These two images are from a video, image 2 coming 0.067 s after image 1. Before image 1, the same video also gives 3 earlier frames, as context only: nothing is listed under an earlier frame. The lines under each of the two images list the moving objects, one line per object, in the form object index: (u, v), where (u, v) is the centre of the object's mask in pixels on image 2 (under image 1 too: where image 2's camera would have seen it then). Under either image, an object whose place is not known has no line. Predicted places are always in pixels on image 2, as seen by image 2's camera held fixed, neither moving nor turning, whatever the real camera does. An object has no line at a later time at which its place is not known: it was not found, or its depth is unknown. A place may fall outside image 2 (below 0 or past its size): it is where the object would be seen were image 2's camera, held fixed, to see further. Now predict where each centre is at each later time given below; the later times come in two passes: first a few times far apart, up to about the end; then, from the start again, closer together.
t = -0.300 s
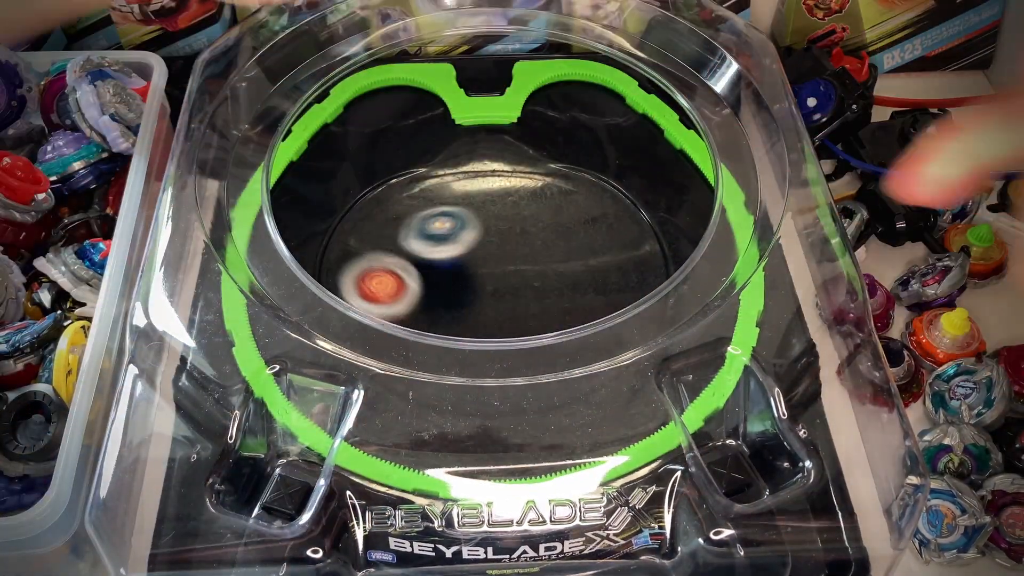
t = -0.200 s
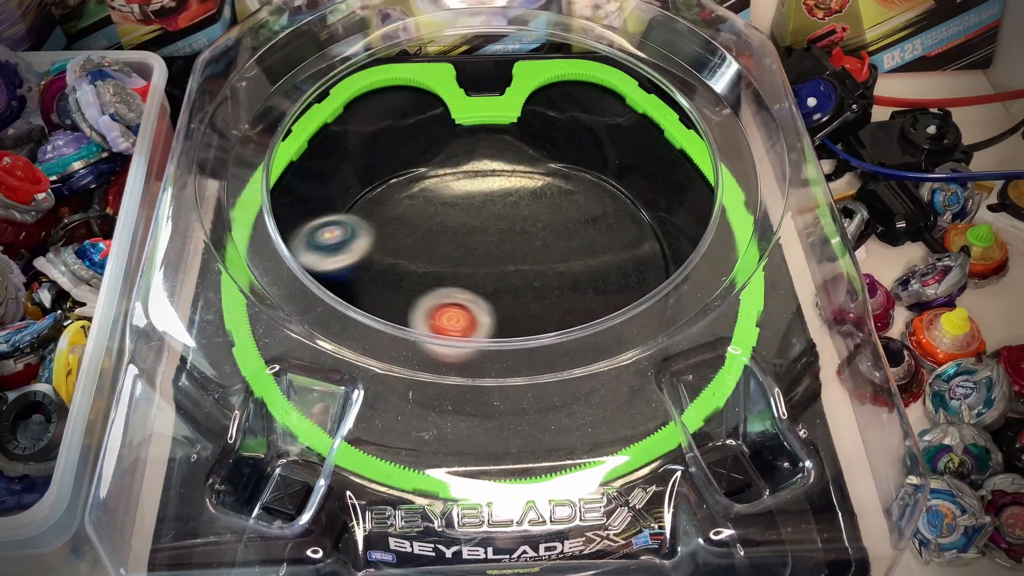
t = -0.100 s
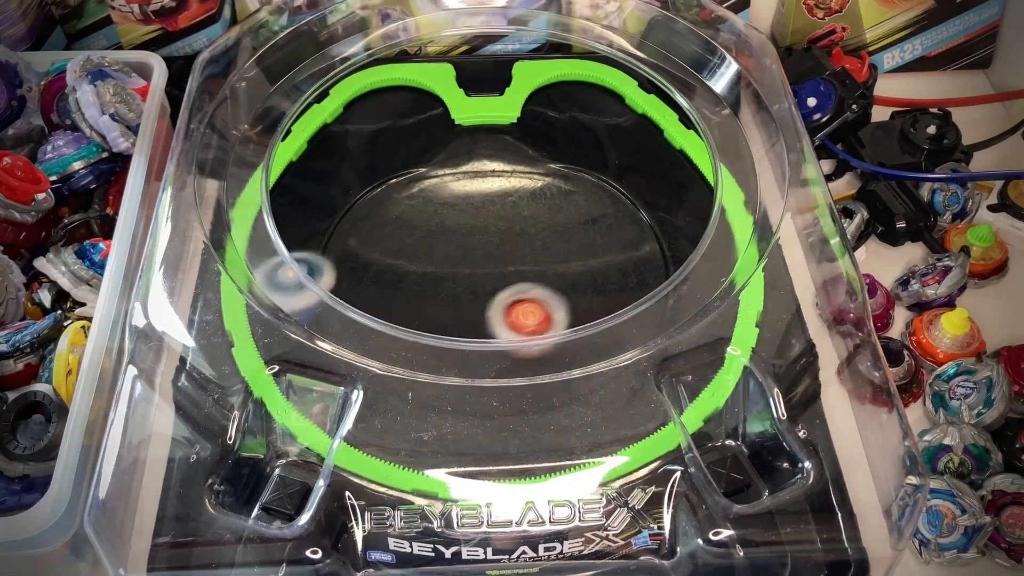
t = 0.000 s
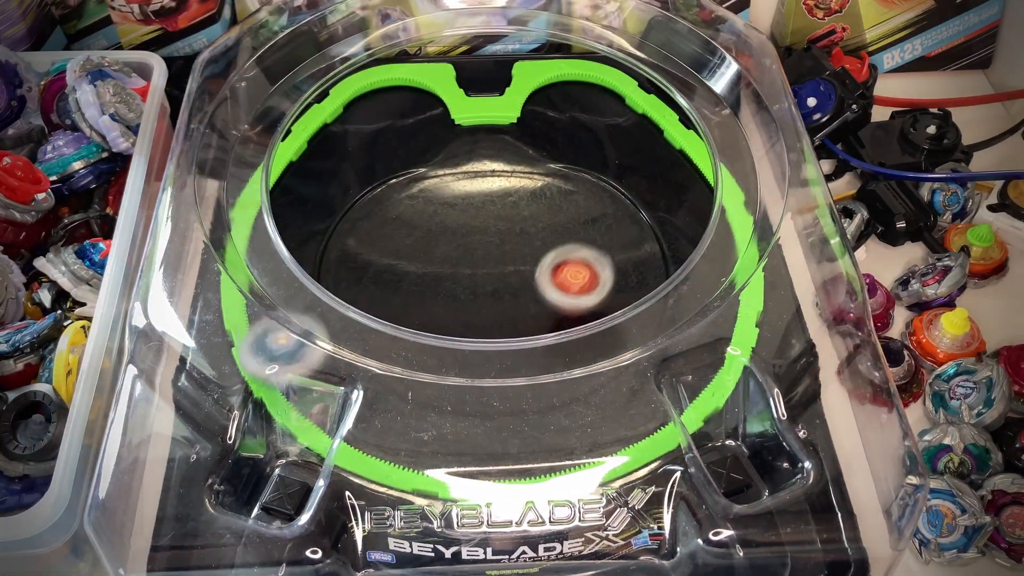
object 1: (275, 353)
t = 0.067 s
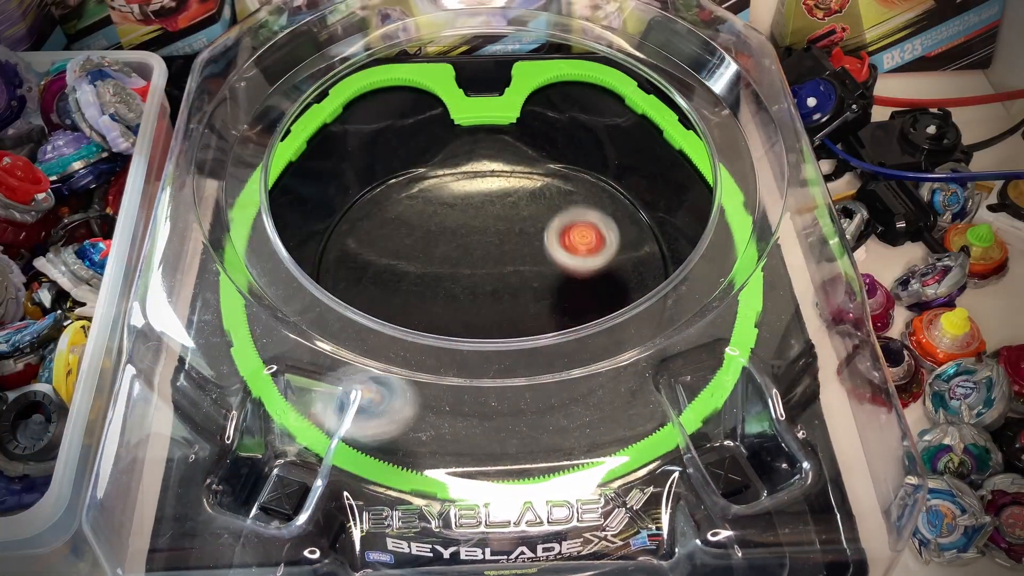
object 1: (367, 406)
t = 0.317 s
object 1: (621, 103)
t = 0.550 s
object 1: (308, 405)
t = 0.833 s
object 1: (649, 188)
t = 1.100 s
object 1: (403, 273)
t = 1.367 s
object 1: (531, 431)
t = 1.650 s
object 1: (655, 187)
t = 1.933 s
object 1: (667, 232)
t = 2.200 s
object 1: (436, 387)
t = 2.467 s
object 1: (408, 313)
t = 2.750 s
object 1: (530, 311)
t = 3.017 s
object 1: (478, 244)
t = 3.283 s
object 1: (400, 344)
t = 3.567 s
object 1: (598, 254)
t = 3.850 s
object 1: (514, 201)
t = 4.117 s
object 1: (355, 313)
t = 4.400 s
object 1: (595, 242)
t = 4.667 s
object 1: (488, 160)
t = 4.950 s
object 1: (462, 327)
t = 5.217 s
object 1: (627, 234)
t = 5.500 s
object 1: (443, 162)
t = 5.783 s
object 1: (444, 352)
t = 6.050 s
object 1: (597, 286)
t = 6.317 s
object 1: (423, 194)
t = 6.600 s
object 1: (359, 316)
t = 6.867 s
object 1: (541, 322)
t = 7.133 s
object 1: (535, 285)
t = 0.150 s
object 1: (532, 428)
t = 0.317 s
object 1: (621, 103)
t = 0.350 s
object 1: (523, 88)
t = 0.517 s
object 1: (306, 323)
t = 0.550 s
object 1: (308, 405)
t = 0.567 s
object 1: (339, 402)
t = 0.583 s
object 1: (377, 393)
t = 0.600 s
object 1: (411, 387)
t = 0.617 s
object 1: (449, 381)
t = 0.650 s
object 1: (511, 381)
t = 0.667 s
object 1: (539, 367)
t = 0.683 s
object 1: (560, 341)
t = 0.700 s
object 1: (586, 330)
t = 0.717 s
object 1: (608, 320)
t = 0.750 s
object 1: (647, 284)
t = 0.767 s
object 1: (661, 265)
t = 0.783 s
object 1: (664, 243)
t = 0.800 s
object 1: (661, 221)
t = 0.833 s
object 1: (649, 188)
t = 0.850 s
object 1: (644, 176)
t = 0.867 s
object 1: (638, 158)
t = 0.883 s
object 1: (630, 139)
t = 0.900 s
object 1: (623, 121)
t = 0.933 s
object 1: (606, 90)
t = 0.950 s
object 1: (595, 78)
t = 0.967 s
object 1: (578, 70)
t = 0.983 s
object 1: (546, 81)
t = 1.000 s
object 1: (525, 105)
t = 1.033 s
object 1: (486, 161)
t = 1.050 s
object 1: (459, 200)
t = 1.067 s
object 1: (440, 228)
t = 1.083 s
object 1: (421, 250)
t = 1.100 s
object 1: (403, 273)
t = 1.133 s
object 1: (366, 315)
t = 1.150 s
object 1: (355, 331)
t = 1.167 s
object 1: (348, 353)
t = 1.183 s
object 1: (349, 358)
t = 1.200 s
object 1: (358, 370)
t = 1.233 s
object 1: (380, 410)
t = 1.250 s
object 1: (395, 416)
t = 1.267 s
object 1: (410, 421)
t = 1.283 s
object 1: (432, 428)
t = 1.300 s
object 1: (449, 433)
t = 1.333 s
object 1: (491, 434)
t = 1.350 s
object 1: (512, 434)
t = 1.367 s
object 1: (531, 431)
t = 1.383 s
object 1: (551, 426)
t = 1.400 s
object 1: (571, 416)
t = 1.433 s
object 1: (606, 395)
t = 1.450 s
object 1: (621, 383)
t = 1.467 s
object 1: (635, 368)
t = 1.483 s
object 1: (649, 354)
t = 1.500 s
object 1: (651, 330)
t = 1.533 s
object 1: (671, 302)
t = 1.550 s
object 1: (677, 287)
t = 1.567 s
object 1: (666, 263)
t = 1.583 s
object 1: (670, 249)
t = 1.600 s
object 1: (672, 233)
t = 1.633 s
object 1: (663, 202)
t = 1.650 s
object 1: (655, 187)
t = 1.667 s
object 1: (645, 173)
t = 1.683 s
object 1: (634, 159)
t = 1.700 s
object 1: (621, 145)
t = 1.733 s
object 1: (593, 121)
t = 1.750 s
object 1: (576, 112)
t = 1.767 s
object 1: (562, 103)
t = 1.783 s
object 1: (544, 93)
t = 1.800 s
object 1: (534, 92)
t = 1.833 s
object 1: (571, 114)
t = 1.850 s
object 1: (589, 133)
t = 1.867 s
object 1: (608, 160)
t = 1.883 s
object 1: (626, 183)
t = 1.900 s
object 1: (643, 198)
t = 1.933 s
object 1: (667, 232)
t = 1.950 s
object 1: (663, 249)
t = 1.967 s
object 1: (664, 273)
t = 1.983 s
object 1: (658, 294)
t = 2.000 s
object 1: (647, 311)
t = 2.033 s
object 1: (629, 346)
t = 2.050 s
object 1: (613, 361)
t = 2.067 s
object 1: (588, 374)
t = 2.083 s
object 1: (566, 382)
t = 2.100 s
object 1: (552, 383)
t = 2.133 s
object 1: (510, 391)
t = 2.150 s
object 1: (490, 391)
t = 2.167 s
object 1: (472, 392)
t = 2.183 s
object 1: (456, 388)
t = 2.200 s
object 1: (436, 387)
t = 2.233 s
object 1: (415, 379)
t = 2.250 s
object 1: (403, 375)
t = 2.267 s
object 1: (392, 371)
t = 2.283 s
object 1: (389, 359)
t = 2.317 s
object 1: (381, 345)
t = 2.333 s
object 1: (379, 340)
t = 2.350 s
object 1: (377, 336)
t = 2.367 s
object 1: (378, 332)
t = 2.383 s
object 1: (375, 328)
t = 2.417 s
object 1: (384, 318)
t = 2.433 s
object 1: (393, 314)
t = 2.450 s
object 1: (400, 313)
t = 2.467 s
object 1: (408, 313)
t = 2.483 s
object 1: (417, 313)
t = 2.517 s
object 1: (440, 313)
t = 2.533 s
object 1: (452, 312)
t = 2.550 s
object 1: (466, 310)
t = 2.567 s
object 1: (478, 306)
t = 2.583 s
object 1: (490, 301)
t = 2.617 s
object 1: (510, 288)
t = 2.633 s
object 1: (516, 283)
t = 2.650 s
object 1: (519, 290)
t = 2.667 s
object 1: (521, 298)
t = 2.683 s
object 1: (523, 304)
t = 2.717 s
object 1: (525, 310)
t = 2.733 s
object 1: (527, 311)
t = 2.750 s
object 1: (530, 311)
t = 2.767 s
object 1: (533, 310)
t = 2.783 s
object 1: (537, 308)
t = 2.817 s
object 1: (543, 300)
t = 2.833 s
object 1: (546, 295)
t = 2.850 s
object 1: (546, 289)
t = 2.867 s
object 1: (545, 283)
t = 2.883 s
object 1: (543, 277)
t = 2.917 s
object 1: (532, 265)
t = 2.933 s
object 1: (526, 259)
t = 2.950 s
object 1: (518, 254)
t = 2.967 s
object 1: (510, 251)
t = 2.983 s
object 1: (500, 247)
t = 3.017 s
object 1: (478, 244)
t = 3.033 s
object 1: (466, 243)
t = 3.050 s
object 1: (455, 243)
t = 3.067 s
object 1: (444, 245)
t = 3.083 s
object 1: (434, 248)
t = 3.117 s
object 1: (413, 256)
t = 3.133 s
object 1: (404, 262)
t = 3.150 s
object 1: (395, 269)
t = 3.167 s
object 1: (389, 276)
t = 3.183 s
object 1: (383, 285)
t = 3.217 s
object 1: (379, 301)
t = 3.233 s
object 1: (381, 307)
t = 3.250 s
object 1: (385, 313)
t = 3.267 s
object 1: (391, 334)
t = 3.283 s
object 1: (400, 344)
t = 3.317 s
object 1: (425, 356)
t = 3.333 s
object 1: (439, 361)
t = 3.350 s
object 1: (455, 363)
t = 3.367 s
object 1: (471, 365)
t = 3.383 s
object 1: (487, 364)
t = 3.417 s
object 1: (523, 358)
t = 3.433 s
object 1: (539, 352)
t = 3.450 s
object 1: (553, 343)
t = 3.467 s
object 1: (565, 332)
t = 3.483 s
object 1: (575, 319)
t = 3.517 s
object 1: (591, 296)
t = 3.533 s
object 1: (596, 283)
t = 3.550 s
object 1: (598, 269)
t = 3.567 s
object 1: (598, 254)
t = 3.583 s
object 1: (596, 240)
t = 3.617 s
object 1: (585, 215)
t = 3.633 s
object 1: (587, 211)
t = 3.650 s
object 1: (588, 208)
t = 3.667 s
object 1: (589, 209)
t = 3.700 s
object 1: (588, 215)
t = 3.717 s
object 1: (584, 212)
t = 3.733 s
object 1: (579, 212)
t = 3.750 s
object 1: (574, 213)
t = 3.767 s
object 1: (568, 212)
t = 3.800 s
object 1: (549, 207)
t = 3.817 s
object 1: (538, 204)
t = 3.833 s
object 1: (525, 202)
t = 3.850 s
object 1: (514, 201)
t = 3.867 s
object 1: (497, 200)
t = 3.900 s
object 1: (466, 201)
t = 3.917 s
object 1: (449, 202)
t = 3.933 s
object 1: (433, 205)
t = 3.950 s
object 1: (417, 211)
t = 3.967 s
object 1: (403, 219)
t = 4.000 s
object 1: (380, 233)
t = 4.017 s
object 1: (370, 242)
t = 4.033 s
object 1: (363, 253)
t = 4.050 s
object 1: (357, 264)
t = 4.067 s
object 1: (354, 275)
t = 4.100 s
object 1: (354, 297)
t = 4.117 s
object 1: (355, 313)
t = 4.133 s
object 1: (360, 327)
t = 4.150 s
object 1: (368, 339)
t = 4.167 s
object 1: (379, 350)
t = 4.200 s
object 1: (410, 355)
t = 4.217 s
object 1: (430, 352)
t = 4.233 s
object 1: (449, 350)
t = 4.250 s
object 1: (469, 347)
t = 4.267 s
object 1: (489, 338)
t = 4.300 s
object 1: (527, 318)
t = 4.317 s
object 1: (544, 309)
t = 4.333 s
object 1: (559, 296)
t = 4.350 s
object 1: (571, 283)
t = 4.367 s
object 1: (581, 270)
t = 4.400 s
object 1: (595, 242)
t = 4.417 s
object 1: (597, 229)
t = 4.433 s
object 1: (599, 214)
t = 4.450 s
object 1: (598, 200)
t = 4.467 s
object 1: (596, 186)
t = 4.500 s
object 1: (583, 158)
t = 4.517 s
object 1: (574, 147)
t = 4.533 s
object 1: (563, 138)
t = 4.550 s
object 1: (553, 130)
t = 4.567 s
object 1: (547, 123)
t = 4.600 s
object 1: (527, 109)
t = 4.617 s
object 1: (518, 111)
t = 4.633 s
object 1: (509, 124)
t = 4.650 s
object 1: (499, 141)
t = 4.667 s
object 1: (488, 160)
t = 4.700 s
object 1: (467, 191)
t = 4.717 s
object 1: (457, 208)
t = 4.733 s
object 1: (447, 223)
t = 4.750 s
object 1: (440, 235)
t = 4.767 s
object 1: (432, 247)
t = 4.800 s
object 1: (423, 269)
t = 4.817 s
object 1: (421, 279)
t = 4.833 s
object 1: (421, 289)
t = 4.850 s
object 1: (423, 297)
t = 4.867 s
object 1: (426, 305)
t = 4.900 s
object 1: (438, 317)
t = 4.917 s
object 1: (448, 320)
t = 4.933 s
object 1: (453, 324)
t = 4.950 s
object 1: (462, 327)
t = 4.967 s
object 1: (481, 328)
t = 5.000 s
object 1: (512, 335)
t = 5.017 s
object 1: (526, 334)
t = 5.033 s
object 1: (542, 332)
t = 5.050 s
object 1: (549, 322)
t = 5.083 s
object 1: (584, 314)
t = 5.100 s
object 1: (589, 304)
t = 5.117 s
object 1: (603, 295)
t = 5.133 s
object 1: (613, 287)
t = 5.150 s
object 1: (620, 277)
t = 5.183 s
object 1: (628, 256)
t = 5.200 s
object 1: (628, 245)
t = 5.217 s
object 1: (627, 234)
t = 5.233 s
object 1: (626, 223)
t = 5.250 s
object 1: (621, 214)
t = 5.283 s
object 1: (609, 195)
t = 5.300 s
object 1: (601, 187)
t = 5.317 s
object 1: (592, 180)
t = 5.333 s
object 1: (582, 174)
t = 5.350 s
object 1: (570, 167)
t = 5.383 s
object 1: (545, 159)
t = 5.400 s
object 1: (531, 156)
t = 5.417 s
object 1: (518, 154)
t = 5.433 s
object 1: (502, 154)
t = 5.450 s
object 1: (487, 154)
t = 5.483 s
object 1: (457, 158)
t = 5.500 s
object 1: (443, 162)
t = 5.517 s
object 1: (429, 167)
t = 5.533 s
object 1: (417, 174)
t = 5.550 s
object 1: (414, 187)
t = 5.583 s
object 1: (415, 210)
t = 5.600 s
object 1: (418, 227)
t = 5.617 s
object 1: (419, 244)
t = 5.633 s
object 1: (419, 256)
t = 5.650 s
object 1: (417, 268)
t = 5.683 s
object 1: (415, 291)
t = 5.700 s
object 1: (415, 302)
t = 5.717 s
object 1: (418, 312)
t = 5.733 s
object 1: (423, 318)
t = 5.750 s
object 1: (428, 333)
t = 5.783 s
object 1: (444, 352)
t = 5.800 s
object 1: (456, 358)
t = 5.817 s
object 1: (467, 362)
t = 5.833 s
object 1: (480, 367)
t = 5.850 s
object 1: (495, 370)
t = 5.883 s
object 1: (525, 369)
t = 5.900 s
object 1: (536, 365)
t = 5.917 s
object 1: (551, 360)
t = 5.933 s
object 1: (562, 354)
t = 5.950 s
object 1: (573, 348)
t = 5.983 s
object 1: (589, 330)
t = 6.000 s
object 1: (594, 318)
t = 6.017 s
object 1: (592, 305)
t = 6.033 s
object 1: (597, 296)
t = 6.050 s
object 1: (597, 286)
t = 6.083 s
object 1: (588, 264)
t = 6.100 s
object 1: (581, 253)
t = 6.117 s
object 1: (574, 243)
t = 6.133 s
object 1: (564, 235)
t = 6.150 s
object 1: (554, 226)
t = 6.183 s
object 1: (531, 214)
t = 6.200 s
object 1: (519, 208)
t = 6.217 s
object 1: (506, 204)
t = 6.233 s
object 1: (492, 199)
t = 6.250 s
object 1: (479, 198)
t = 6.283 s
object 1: (450, 194)
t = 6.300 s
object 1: (437, 194)
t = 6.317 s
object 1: (423, 194)
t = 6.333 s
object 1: (409, 196)
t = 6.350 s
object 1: (397, 197)
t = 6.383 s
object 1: (372, 204)
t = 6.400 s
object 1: (360, 209)
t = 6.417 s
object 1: (351, 215)
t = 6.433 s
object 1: (342, 221)
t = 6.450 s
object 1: (334, 229)
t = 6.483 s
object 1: (321, 245)
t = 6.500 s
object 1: (320, 253)
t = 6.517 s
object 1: (326, 264)
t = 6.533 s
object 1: (335, 276)
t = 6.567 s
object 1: (344, 297)
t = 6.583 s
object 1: (351, 306)
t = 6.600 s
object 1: (359, 316)
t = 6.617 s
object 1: (368, 323)
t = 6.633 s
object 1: (381, 330)
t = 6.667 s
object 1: (410, 341)
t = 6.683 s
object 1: (426, 343)
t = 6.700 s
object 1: (442, 344)
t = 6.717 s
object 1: (460, 343)
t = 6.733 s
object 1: (473, 340)
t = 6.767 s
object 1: (503, 330)
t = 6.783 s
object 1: (517, 322)
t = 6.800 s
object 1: (529, 316)
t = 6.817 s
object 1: (539, 311)
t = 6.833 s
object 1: (541, 312)
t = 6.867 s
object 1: (541, 322)
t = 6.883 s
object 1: (543, 327)
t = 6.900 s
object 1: (544, 329)
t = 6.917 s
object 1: (546, 331)
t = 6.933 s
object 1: (549, 330)
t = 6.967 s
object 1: (547, 322)
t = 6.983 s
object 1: (550, 321)
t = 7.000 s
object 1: (551, 318)
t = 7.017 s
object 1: (557, 315)
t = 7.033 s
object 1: (553, 313)
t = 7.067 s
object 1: (550, 306)
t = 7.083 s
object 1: (547, 301)
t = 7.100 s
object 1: (544, 295)
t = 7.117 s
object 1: (540, 290)
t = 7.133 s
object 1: (535, 285)
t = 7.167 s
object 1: (522, 275)
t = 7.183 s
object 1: (515, 271)
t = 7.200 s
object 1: (507, 268)
